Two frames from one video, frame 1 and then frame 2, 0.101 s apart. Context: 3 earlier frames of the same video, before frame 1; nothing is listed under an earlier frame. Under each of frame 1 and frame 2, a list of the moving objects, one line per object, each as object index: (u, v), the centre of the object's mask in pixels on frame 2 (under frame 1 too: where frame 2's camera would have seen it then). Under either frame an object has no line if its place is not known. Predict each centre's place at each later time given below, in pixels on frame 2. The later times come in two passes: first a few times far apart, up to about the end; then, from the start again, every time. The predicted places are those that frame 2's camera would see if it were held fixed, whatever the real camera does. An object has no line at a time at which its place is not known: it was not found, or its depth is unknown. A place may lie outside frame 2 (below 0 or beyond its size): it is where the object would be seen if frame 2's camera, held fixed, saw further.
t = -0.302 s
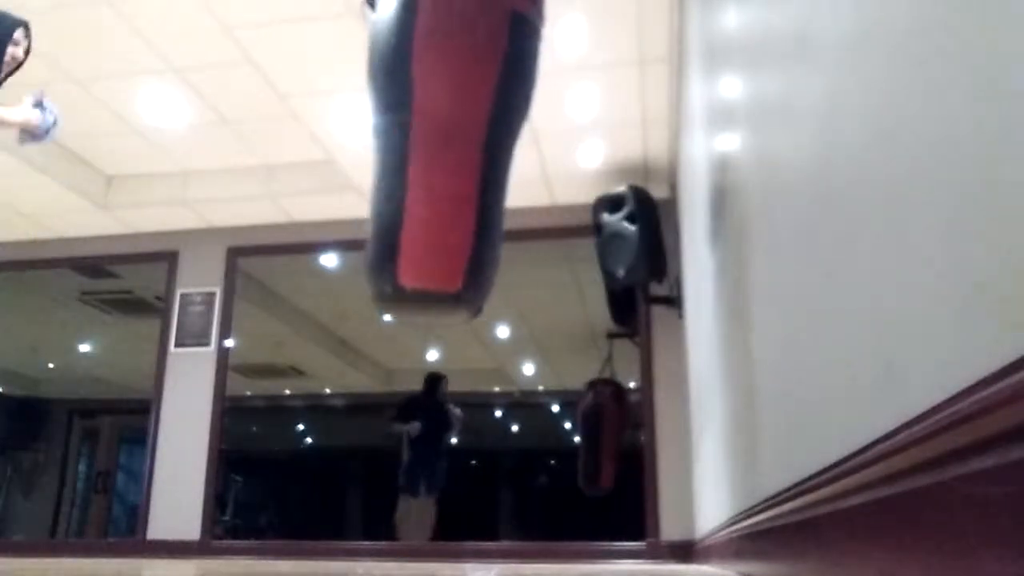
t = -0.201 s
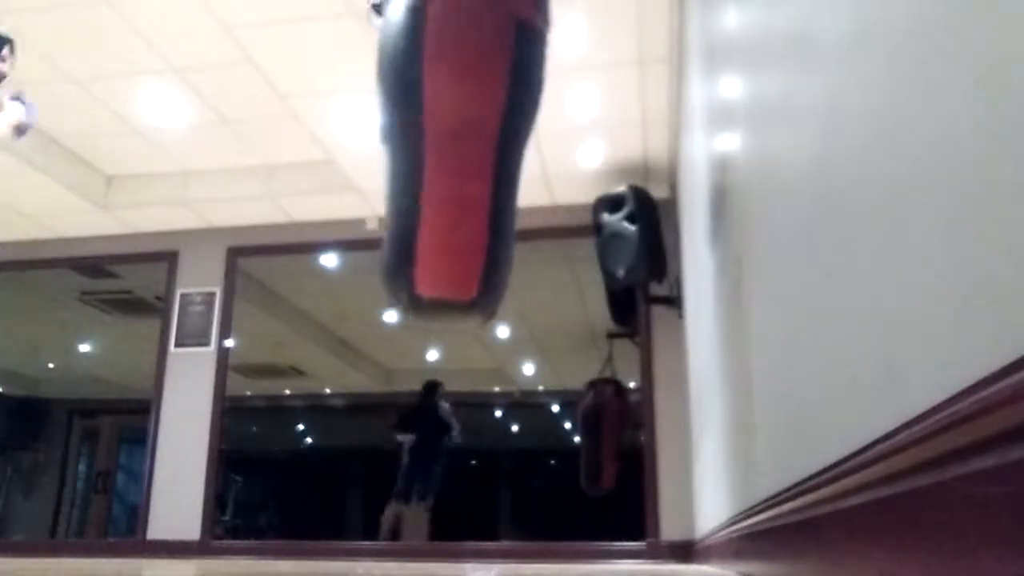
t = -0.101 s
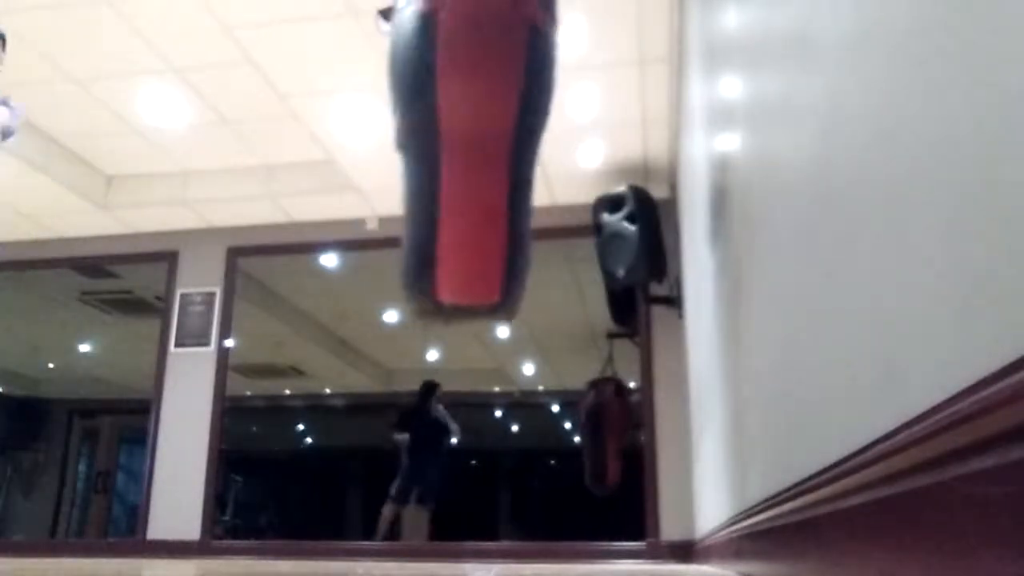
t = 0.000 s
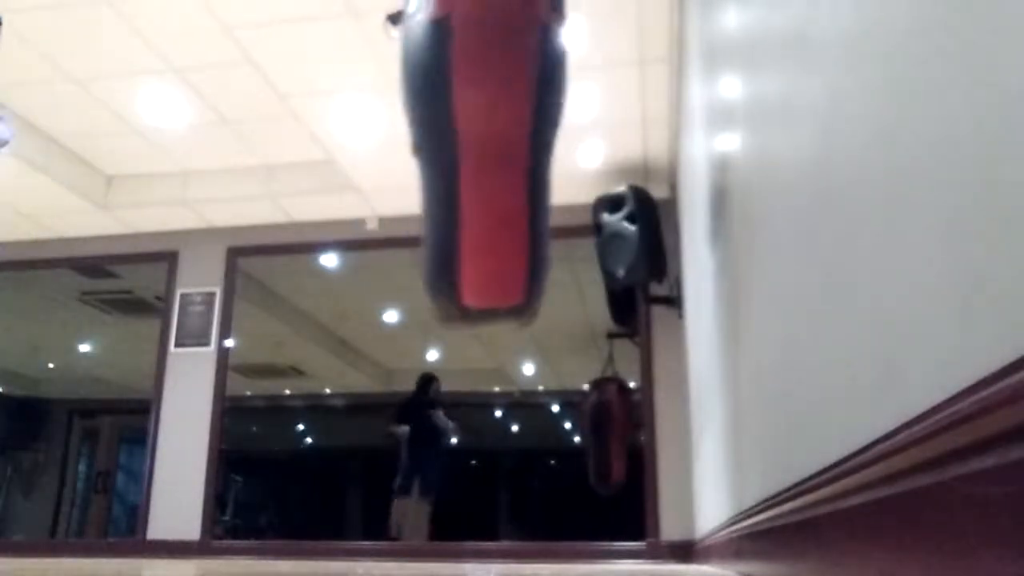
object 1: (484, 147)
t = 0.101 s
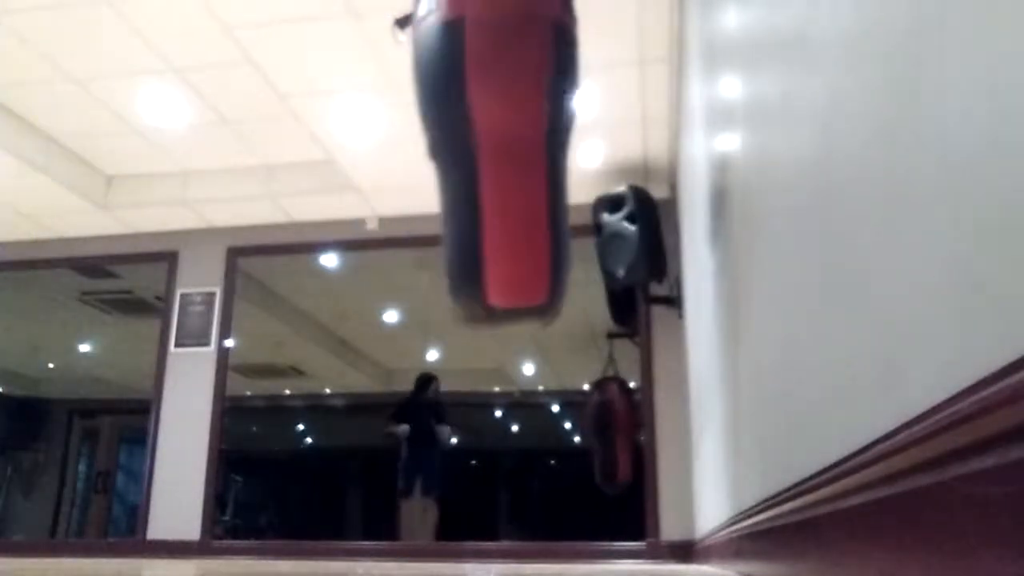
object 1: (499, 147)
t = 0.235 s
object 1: (519, 145)
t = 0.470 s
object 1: (543, 140)
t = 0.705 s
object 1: (545, 134)
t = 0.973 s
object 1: (509, 128)
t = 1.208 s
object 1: (464, 133)
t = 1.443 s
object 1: (436, 136)
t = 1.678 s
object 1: (440, 142)
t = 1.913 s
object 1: (465, 146)
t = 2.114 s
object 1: (497, 146)
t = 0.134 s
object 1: (504, 147)
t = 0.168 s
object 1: (509, 146)
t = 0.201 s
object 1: (514, 145)
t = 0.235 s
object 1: (519, 145)
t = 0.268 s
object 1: (523, 144)
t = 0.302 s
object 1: (527, 144)
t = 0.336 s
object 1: (531, 143)
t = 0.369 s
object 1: (534, 142)
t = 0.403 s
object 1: (538, 141)
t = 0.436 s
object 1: (540, 141)
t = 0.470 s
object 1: (543, 140)
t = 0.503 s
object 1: (545, 140)
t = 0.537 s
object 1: (547, 139)
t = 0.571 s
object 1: (547, 139)
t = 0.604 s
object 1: (547, 137)
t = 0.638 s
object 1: (547, 136)
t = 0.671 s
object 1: (546, 135)
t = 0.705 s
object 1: (545, 134)
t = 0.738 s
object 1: (543, 135)
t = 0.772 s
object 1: (540, 134)
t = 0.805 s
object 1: (537, 134)
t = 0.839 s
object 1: (531, 130)
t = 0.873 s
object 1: (526, 131)
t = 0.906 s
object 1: (521, 130)
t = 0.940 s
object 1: (515, 129)
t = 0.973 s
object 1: (509, 128)
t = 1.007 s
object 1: (503, 130)
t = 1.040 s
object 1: (496, 133)
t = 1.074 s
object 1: (490, 132)
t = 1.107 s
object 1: (482, 134)
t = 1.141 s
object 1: (476, 134)
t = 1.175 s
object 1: (469, 134)
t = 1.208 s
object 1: (464, 133)
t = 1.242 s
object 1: (457, 134)
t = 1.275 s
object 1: (453, 135)
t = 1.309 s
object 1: (448, 134)
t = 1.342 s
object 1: (444, 136)
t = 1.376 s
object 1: (441, 137)
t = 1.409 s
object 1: (438, 137)
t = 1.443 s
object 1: (436, 136)
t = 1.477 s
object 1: (435, 136)
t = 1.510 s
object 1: (434, 136)
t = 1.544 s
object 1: (434, 138)
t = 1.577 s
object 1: (435, 139)
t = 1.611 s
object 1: (436, 140)
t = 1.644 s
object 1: (438, 141)
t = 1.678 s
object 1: (440, 142)
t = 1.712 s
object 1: (442, 143)
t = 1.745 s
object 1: (445, 144)
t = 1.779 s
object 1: (449, 144)
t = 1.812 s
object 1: (452, 145)
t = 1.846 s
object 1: (456, 146)
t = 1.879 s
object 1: (461, 146)
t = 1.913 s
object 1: (465, 146)
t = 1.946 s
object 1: (470, 147)
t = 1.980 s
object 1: (475, 147)
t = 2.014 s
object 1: (480, 148)
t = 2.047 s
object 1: (485, 148)
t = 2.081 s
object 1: (491, 147)
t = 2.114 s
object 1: (497, 146)
